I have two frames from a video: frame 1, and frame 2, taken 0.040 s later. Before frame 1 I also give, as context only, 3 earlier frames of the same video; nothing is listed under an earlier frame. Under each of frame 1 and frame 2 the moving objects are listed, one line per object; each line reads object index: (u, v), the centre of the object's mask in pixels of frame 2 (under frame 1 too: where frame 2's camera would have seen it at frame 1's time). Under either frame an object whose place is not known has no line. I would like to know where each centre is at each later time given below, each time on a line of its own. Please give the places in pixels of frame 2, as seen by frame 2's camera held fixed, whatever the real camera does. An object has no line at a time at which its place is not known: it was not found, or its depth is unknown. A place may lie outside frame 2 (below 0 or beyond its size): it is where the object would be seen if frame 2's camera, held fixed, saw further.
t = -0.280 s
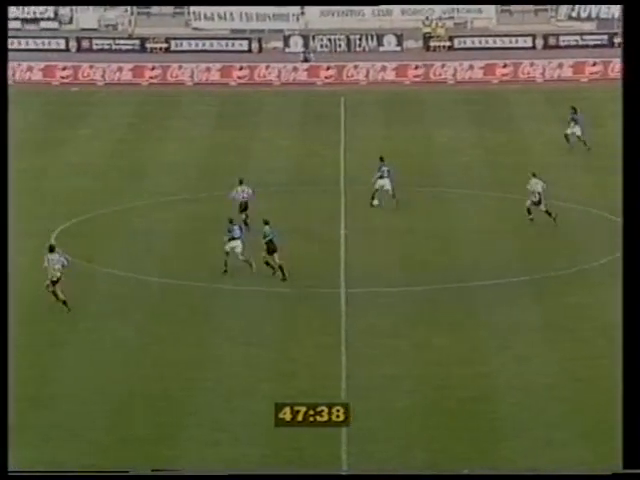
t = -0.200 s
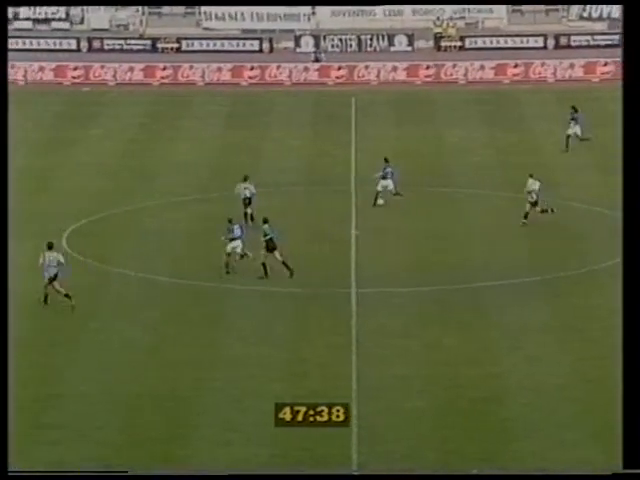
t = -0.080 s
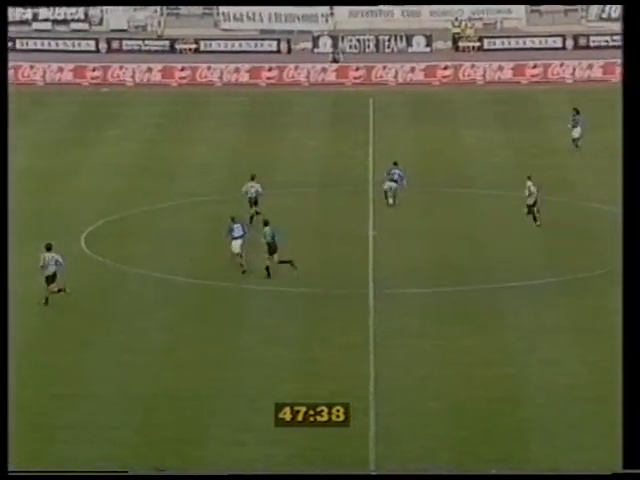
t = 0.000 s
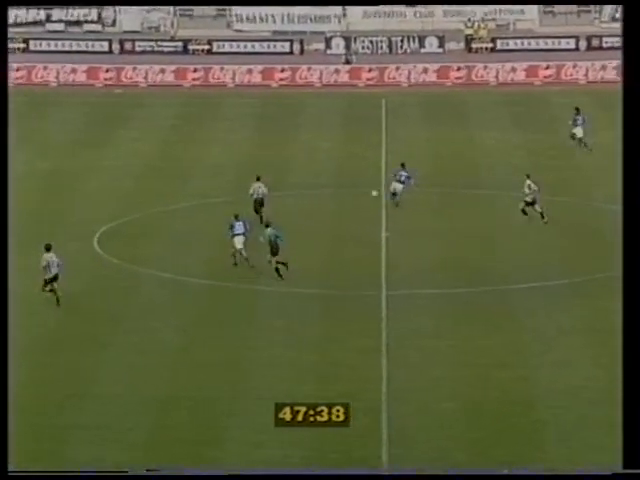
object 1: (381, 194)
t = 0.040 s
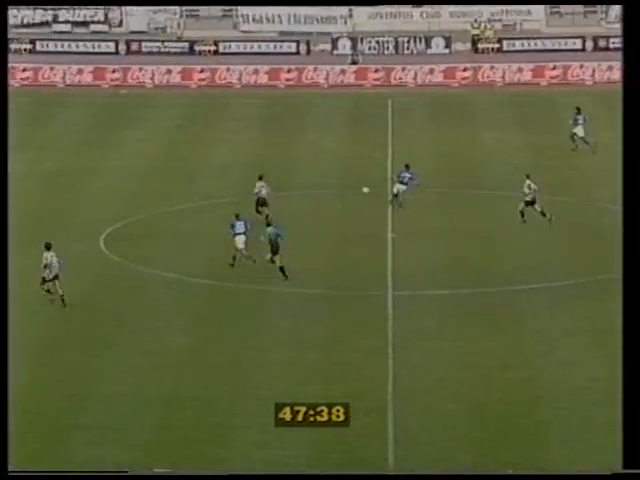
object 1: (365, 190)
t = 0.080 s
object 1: (350, 186)
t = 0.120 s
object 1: (334, 182)
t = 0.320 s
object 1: (262, 175)
